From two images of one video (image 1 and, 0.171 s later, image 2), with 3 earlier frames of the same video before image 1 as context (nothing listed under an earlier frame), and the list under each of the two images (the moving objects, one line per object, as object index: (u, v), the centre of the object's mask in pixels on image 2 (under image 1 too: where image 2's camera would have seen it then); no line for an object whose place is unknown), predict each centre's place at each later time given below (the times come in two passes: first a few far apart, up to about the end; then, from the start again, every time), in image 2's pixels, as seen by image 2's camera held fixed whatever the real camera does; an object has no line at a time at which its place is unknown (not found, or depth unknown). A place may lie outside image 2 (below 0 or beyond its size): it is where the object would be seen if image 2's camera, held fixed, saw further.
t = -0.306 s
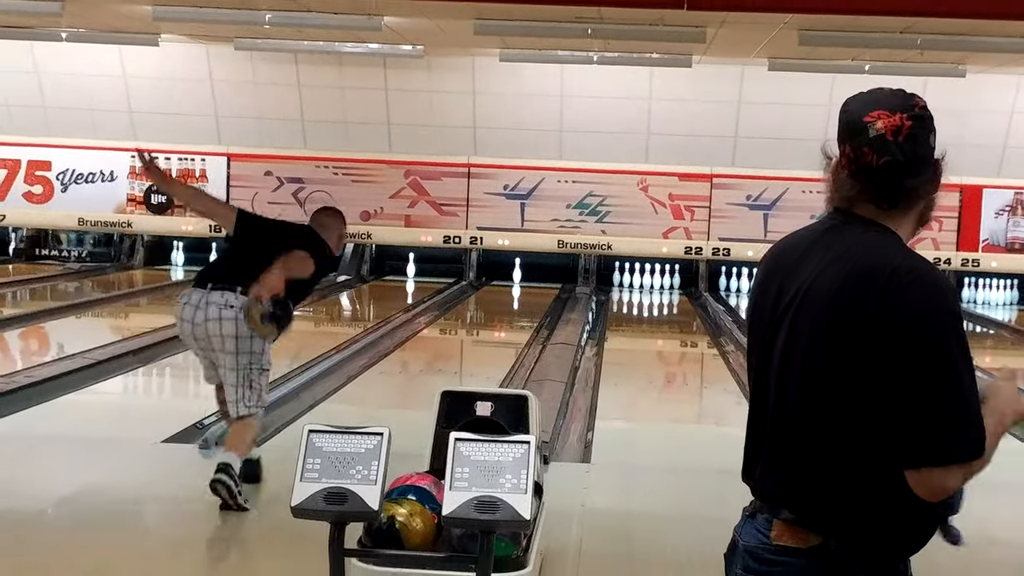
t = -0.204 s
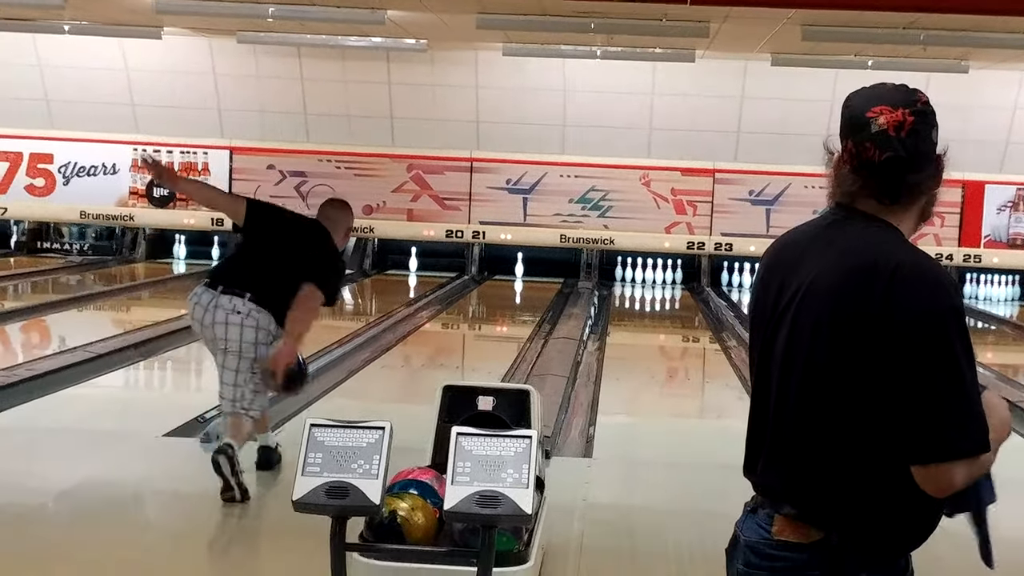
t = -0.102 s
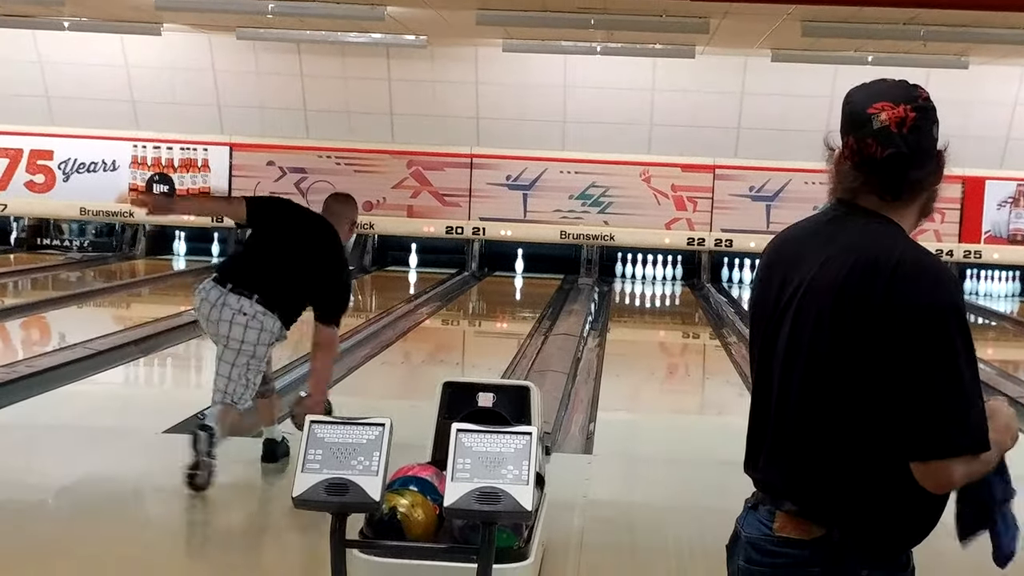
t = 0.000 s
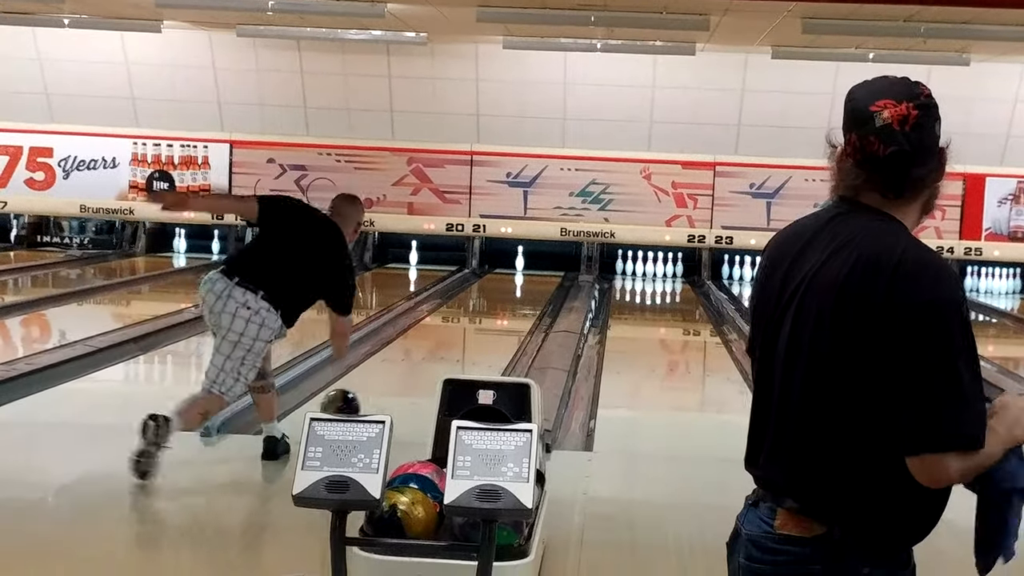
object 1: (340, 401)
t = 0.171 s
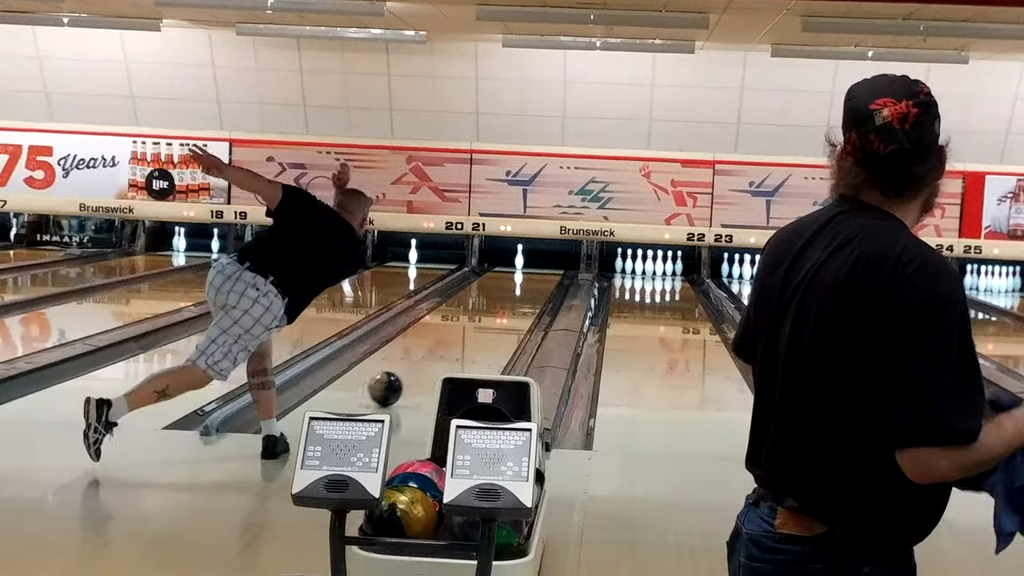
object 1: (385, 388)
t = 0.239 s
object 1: (398, 380)
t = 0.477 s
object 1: (435, 356)
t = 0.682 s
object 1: (458, 339)
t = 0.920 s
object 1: (481, 322)
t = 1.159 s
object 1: (498, 309)
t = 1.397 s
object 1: (512, 298)
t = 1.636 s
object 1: (524, 288)
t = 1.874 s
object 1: (531, 280)
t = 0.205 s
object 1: (392, 385)
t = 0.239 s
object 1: (398, 380)
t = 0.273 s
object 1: (404, 376)
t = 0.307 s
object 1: (410, 373)
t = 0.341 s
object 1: (415, 369)
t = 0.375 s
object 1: (420, 365)
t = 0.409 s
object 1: (425, 362)
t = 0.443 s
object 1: (430, 359)
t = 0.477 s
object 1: (435, 356)
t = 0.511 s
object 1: (439, 352)
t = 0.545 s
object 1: (443, 349)
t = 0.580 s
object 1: (448, 346)
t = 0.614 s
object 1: (451, 344)
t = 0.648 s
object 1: (455, 341)
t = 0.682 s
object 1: (458, 339)
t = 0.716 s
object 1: (462, 336)
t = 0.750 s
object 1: (466, 334)
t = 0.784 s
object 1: (469, 331)
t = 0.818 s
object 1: (472, 329)
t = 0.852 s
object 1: (475, 327)
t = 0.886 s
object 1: (478, 325)
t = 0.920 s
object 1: (481, 322)
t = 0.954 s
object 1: (484, 321)
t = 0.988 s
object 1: (487, 319)
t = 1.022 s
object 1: (488, 316)
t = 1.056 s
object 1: (491, 314)
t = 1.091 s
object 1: (495, 314)
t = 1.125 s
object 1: (497, 311)
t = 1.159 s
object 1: (498, 309)
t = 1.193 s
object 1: (500, 308)
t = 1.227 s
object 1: (503, 307)
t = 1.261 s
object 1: (505, 304)
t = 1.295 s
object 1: (506, 302)
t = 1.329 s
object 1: (508, 302)
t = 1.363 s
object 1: (510, 300)
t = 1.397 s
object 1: (512, 298)
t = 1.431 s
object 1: (514, 297)
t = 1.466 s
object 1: (516, 296)
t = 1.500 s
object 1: (517, 294)
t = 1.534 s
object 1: (519, 293)
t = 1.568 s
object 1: (520, 292)
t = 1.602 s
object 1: (521, 290)
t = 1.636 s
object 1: (524, 288)
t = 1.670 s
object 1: (525, 287)
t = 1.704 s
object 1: (526, 286)
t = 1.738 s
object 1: (527, 284)
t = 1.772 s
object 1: (528, 283)
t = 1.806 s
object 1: (529, 282)
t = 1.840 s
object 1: (530, 281)
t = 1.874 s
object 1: (531, 280)
